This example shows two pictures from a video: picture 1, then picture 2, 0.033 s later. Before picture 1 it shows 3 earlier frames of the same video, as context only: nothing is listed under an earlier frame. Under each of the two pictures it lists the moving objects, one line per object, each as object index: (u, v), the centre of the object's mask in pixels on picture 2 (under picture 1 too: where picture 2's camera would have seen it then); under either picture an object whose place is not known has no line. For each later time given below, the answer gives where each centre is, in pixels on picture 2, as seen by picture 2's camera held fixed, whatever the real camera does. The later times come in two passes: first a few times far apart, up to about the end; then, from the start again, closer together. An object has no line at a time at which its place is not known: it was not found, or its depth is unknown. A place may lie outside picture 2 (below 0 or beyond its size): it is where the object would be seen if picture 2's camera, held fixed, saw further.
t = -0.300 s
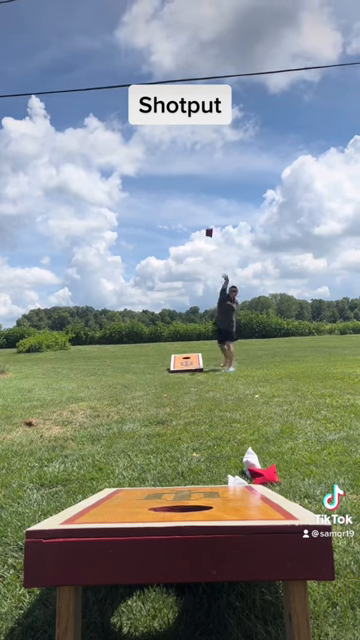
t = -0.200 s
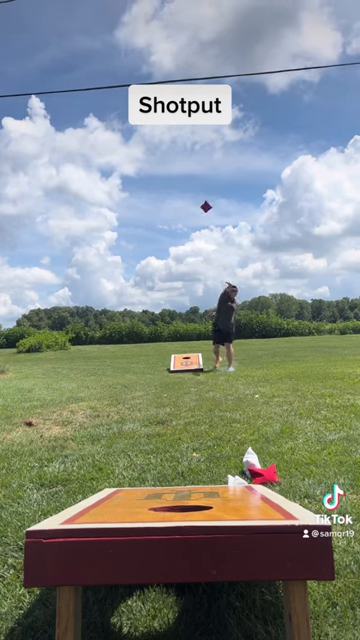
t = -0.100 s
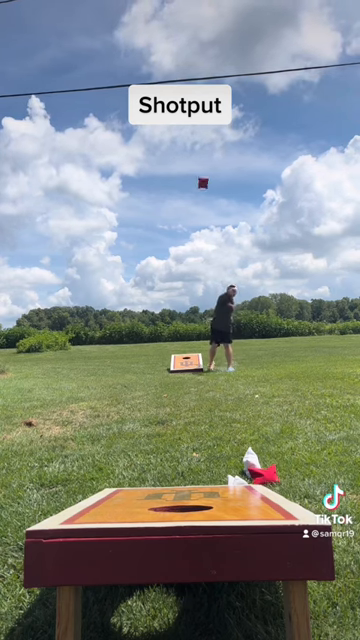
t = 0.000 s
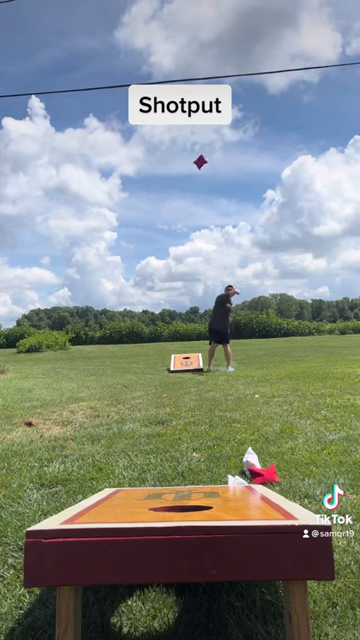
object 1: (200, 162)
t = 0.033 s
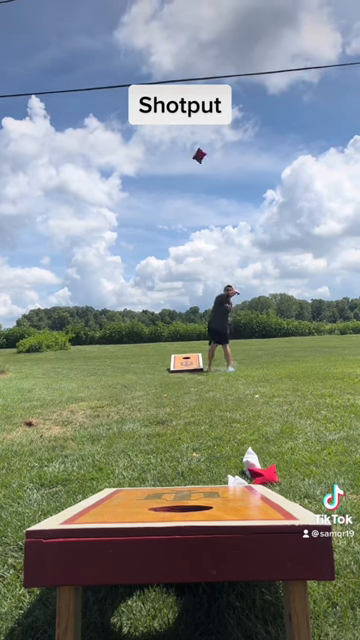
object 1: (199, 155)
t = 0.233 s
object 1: (192, 132)
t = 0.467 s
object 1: (179, 163)
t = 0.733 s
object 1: (143, 502)
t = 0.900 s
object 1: (206, 498)
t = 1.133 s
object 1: (214, 493)
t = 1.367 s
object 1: (191, 503)
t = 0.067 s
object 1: (198, 150)
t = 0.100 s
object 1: (197, 145)
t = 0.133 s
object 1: (196, 140)
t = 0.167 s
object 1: (195, 136)
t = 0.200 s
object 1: (194, 133)
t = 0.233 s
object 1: (192, 132)
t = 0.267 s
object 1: (191, 132)
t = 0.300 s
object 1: (190, 132)
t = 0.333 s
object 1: (188, 133)
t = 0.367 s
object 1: (186, 137)
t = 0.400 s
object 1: (183, 143)
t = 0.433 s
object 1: (181, 151)
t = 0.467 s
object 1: (179, 163)
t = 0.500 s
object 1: (176, 179)
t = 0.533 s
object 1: (173, 200)
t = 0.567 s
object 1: (169, 226)
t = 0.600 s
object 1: (165, 261)
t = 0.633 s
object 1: (161, 306)
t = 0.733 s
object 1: (143, 502)
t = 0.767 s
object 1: (151, 496)
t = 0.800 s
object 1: (169, 496)
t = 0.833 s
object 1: (185, 497)
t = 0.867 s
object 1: (198, 498)
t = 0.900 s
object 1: (206, 498)
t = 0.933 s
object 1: (212, 497)
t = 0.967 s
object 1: (216, 496)
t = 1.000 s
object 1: (219, 495)
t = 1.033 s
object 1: (220, 495)
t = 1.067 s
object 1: (219, 494)
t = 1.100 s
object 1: (217, 493)
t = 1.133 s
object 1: (214, 493)
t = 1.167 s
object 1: (210, 492)
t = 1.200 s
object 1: (206, 492)
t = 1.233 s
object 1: (201, 492)
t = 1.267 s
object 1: (197, 493)
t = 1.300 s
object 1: (192, 495)
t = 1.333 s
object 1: (188, 498)
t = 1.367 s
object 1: (191, 503)
